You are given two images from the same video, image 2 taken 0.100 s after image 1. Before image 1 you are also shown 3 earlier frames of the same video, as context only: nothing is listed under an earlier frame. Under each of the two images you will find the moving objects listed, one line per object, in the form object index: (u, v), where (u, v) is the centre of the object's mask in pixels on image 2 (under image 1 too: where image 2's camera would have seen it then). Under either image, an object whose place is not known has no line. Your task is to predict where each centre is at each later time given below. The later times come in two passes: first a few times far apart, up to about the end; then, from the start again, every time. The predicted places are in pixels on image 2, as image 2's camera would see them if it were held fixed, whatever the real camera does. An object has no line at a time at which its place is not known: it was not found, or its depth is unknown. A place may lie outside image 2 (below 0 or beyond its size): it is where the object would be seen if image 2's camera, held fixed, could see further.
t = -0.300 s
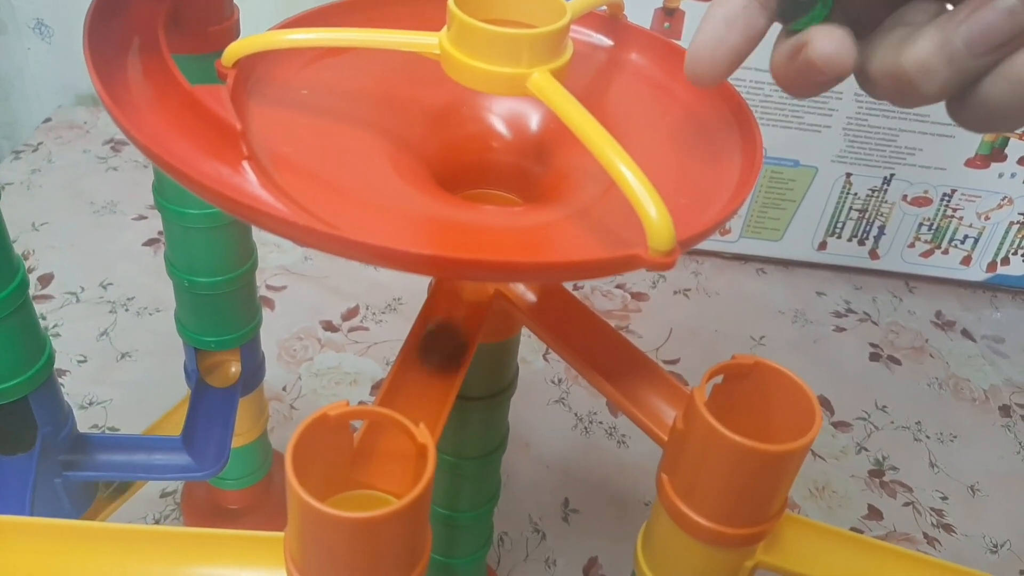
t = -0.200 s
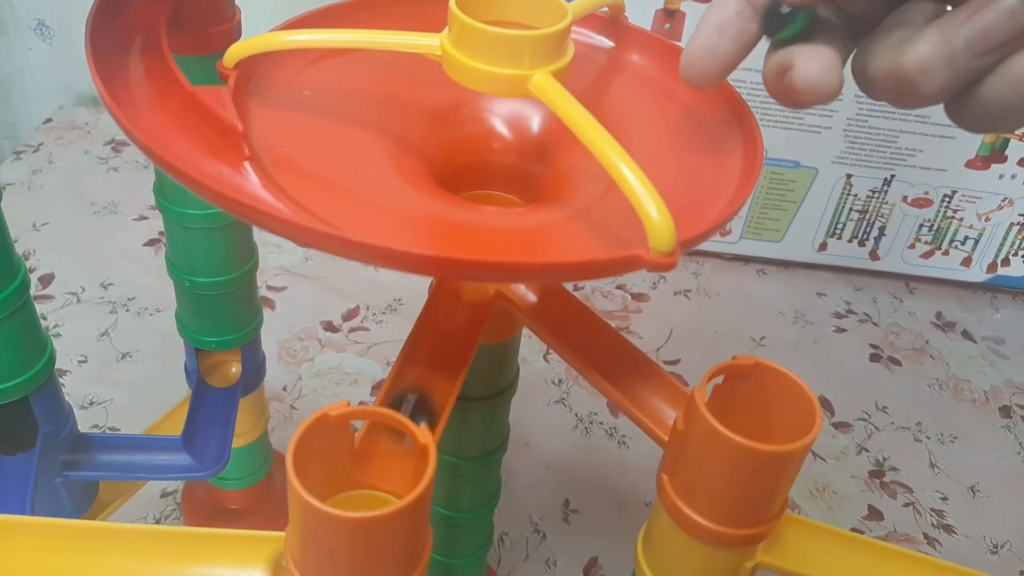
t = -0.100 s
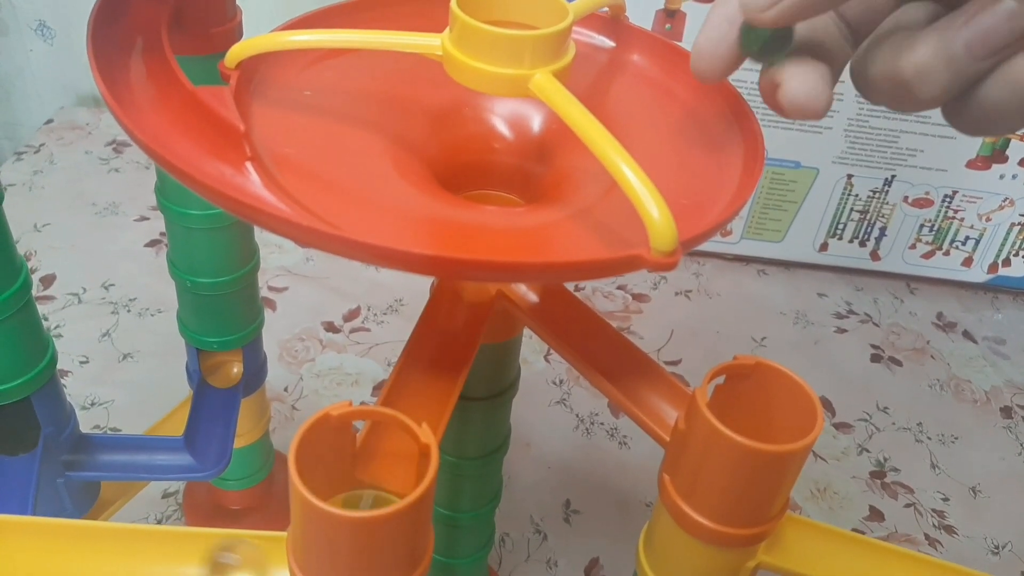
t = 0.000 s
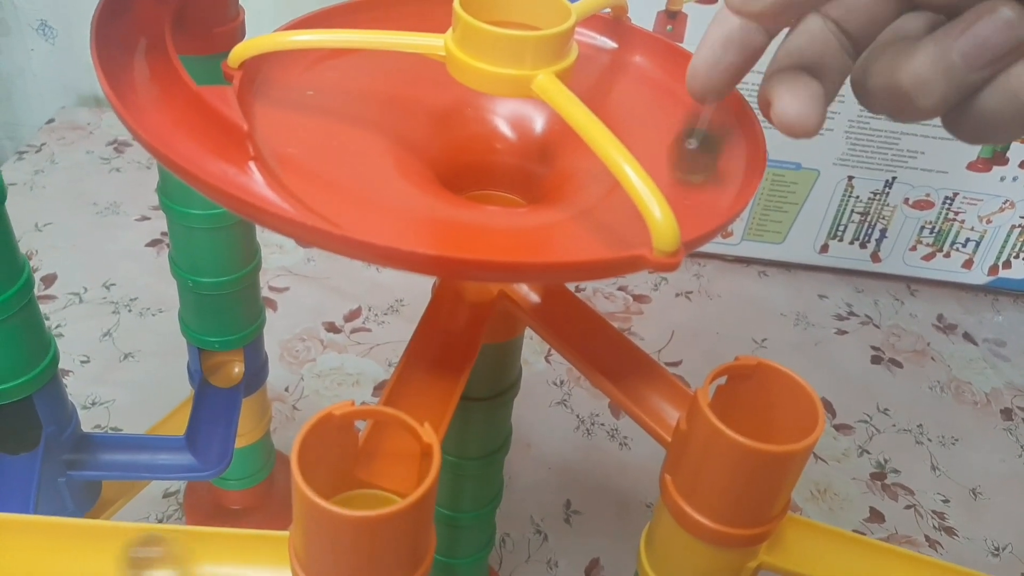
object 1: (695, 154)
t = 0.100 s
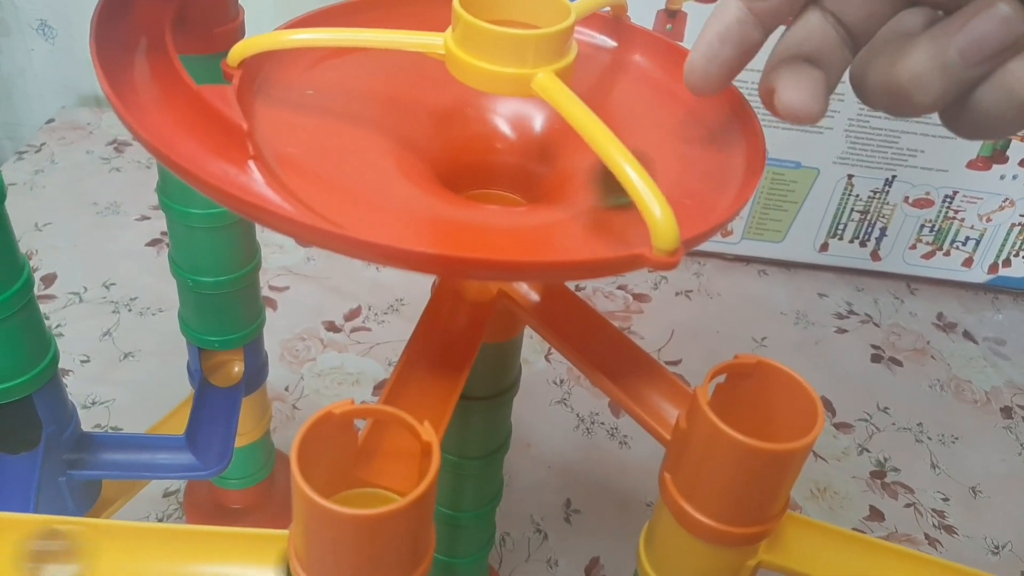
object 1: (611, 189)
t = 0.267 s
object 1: (426, 164)
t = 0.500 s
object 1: (372, 64)
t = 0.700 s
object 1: (437, 18)
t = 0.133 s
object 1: (586, 186)
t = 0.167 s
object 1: (545, 188)
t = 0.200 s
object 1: (507, 187)
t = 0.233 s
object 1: (462, 178)
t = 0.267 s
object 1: (426, 164)
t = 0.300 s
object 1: (398, 146)
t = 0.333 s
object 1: (378, 127)
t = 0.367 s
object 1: (367, 109)
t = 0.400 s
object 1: (361, 93)
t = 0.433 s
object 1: (361, 78)
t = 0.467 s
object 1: (365, 69)
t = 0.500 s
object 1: (372, 64)
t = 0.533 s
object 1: (381, 60)
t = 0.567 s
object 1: (390, 57)
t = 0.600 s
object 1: (401, 21)
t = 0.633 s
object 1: (413, 19)
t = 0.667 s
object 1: (426, 19)
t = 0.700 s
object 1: (437, 18)
